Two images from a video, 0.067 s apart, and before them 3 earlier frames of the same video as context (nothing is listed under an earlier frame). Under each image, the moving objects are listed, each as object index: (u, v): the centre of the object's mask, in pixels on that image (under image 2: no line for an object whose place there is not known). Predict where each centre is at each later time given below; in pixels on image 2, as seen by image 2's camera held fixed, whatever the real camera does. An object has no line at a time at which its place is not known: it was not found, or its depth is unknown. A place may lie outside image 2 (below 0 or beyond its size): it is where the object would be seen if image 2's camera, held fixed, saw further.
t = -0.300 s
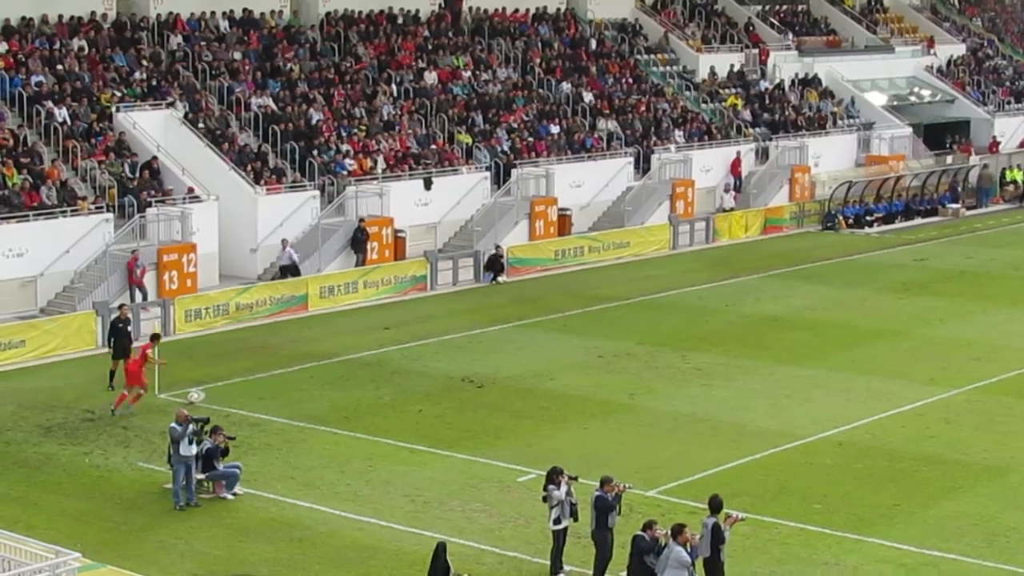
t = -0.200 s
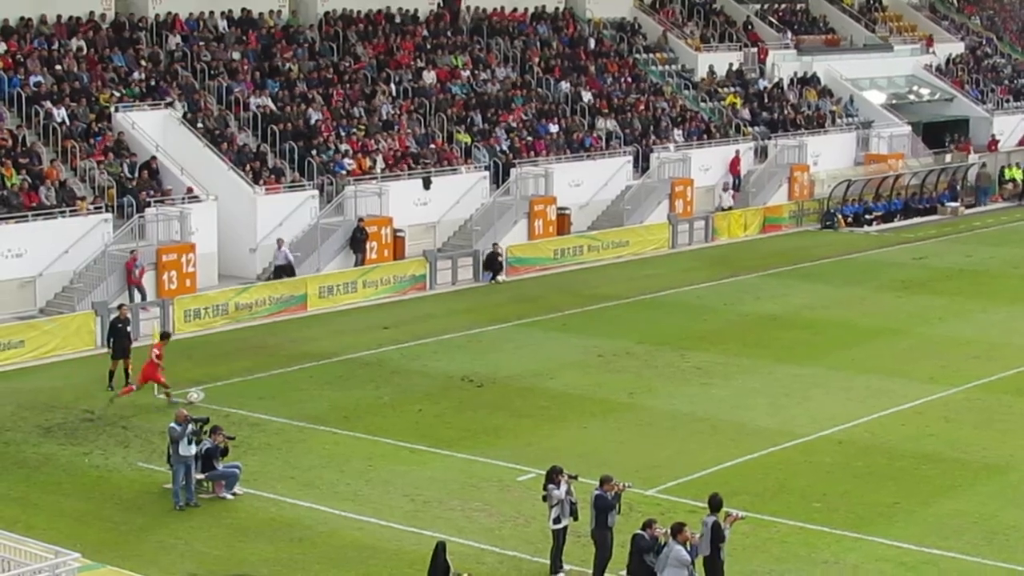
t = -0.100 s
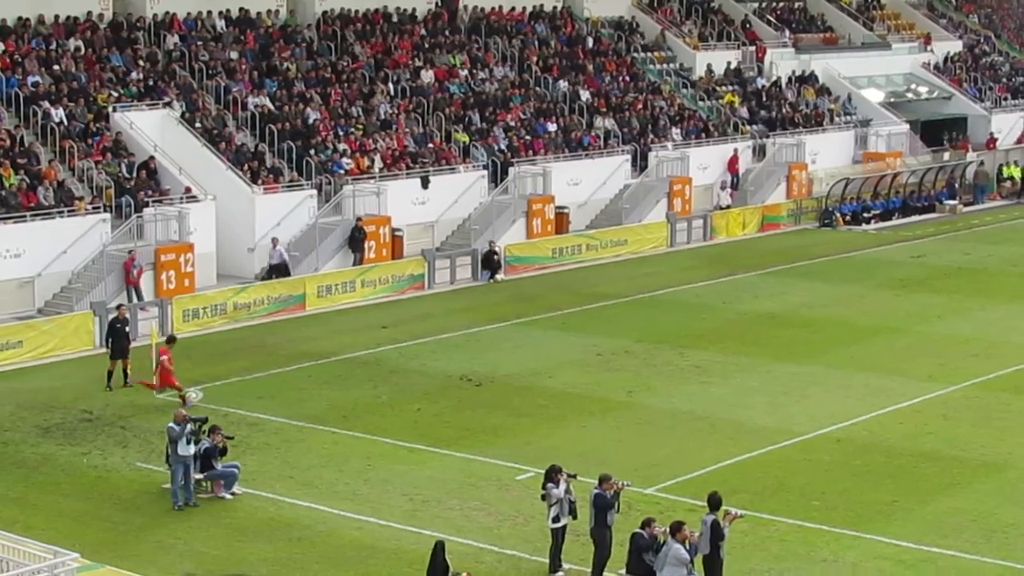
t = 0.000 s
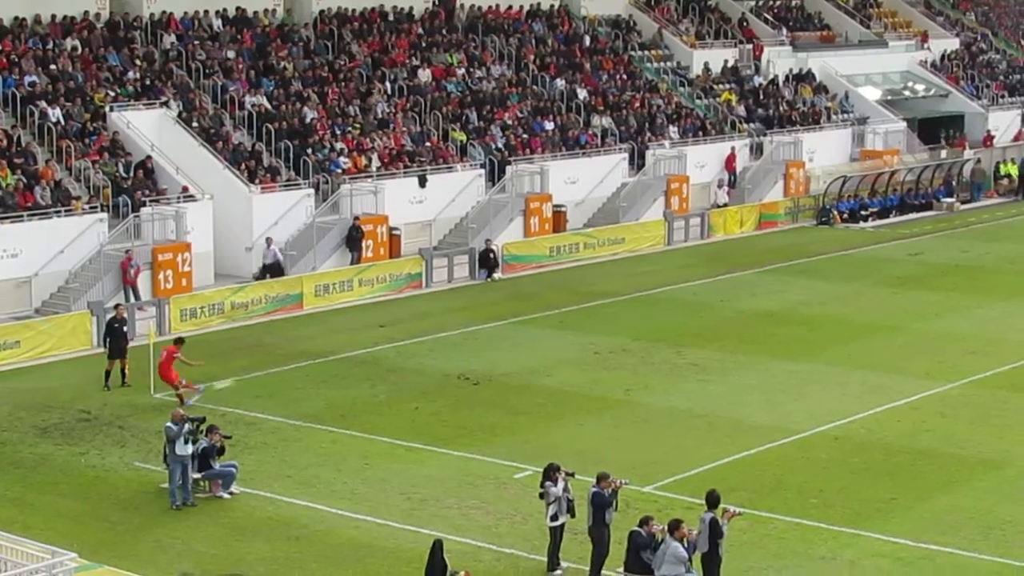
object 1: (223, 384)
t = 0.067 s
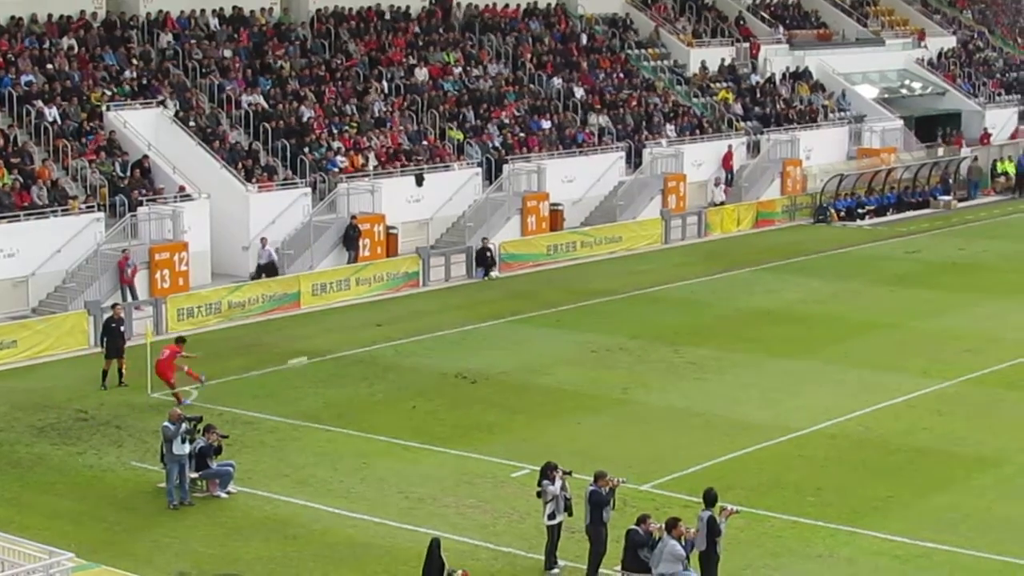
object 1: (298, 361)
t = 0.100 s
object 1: (336, 351)
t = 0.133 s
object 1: (375, 340)
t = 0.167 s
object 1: (413, 332)
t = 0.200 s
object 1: (452, 324)
